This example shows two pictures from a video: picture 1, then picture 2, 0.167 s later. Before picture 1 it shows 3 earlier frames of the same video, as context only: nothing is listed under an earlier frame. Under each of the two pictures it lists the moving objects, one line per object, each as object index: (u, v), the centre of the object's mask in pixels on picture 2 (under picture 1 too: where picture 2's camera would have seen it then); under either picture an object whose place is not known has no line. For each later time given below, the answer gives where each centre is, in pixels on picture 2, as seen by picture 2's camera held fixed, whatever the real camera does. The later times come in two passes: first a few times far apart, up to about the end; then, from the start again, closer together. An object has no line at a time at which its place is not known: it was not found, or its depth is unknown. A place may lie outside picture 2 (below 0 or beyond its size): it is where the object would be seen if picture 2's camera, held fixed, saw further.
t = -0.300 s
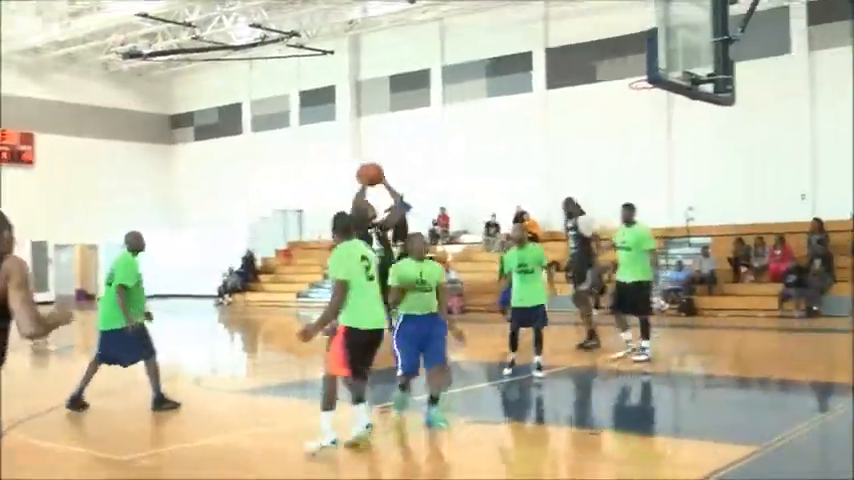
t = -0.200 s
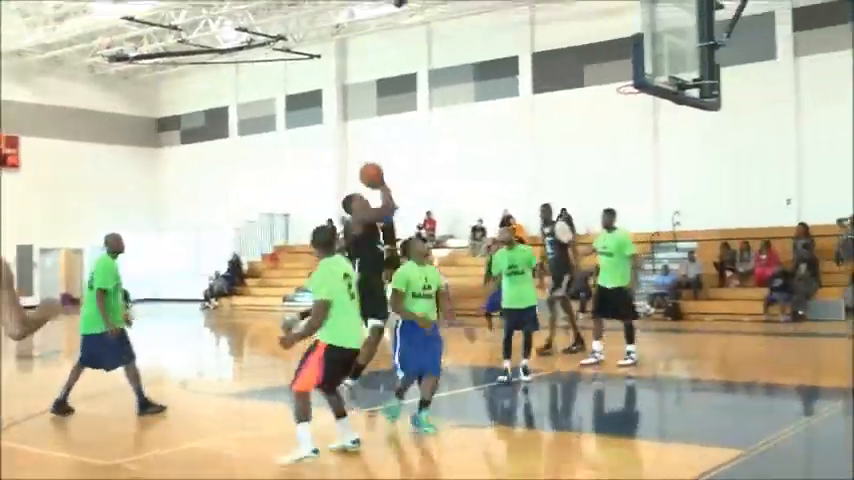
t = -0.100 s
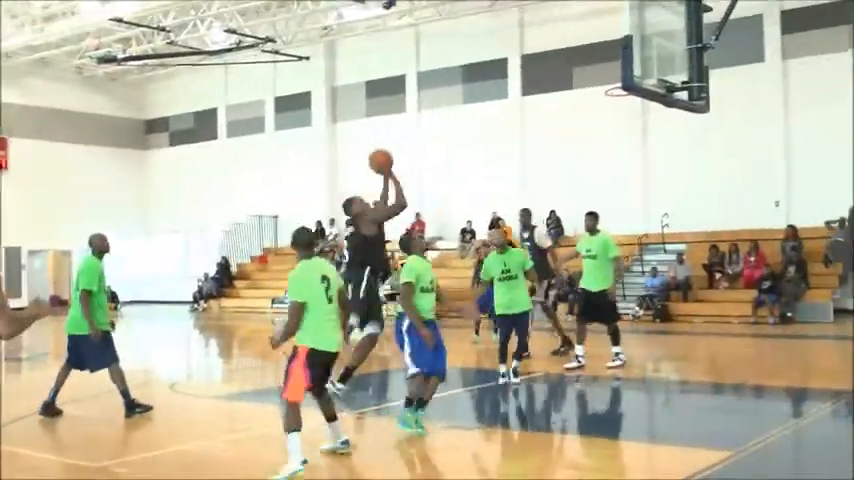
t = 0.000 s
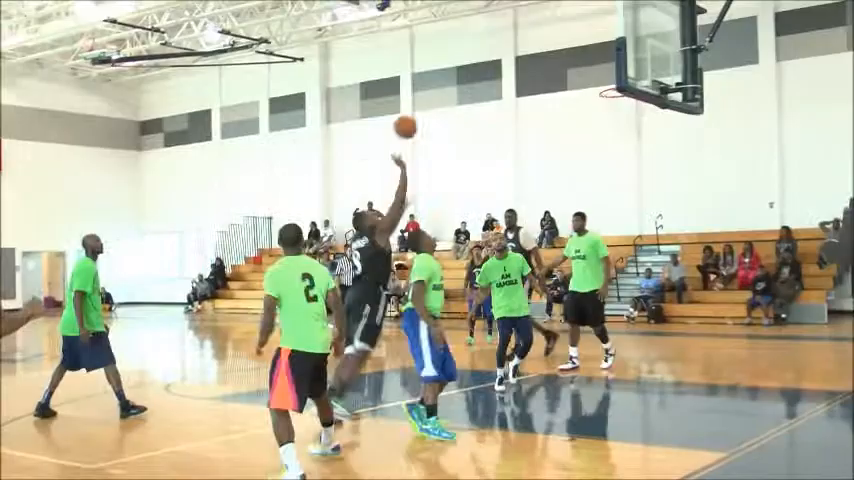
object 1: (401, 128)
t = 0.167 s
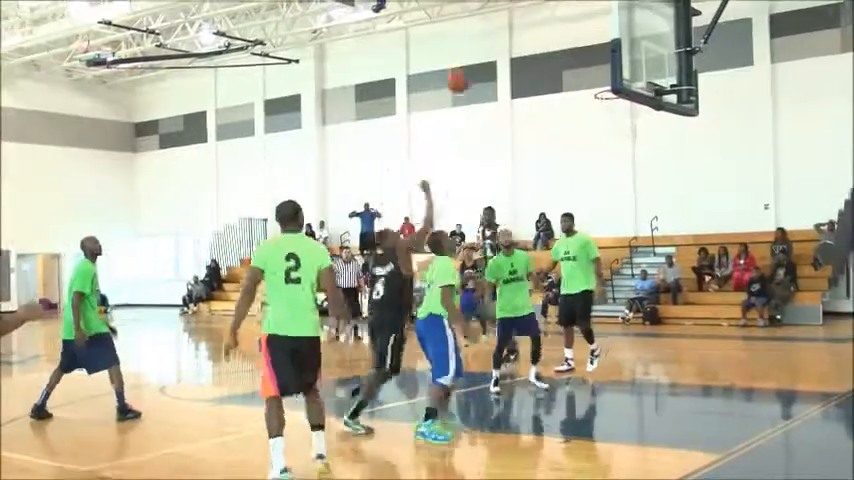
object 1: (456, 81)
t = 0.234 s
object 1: (481, 69)
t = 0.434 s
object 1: (550, 62)
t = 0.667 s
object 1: (620, 103)
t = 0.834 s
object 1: (589, 126)
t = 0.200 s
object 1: (466, 75)
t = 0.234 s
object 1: (481, 69)
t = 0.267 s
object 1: (494, 64)
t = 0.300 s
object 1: (504, 61)
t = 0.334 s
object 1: (516, 55)
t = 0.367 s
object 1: (528, 55)
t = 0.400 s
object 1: (540, 59)
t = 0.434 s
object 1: (550, 62)
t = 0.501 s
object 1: (575, 69)
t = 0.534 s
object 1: (588, 72)
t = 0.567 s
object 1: (599, 79)
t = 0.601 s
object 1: (605, 86)
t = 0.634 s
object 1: (621, 101)
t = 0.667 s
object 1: (620, 103)
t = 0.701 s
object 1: (613, 104)
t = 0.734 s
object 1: (607, 106)
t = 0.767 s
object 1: (601, 111)
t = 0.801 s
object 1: (595, 118)
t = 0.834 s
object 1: (589, 126)
